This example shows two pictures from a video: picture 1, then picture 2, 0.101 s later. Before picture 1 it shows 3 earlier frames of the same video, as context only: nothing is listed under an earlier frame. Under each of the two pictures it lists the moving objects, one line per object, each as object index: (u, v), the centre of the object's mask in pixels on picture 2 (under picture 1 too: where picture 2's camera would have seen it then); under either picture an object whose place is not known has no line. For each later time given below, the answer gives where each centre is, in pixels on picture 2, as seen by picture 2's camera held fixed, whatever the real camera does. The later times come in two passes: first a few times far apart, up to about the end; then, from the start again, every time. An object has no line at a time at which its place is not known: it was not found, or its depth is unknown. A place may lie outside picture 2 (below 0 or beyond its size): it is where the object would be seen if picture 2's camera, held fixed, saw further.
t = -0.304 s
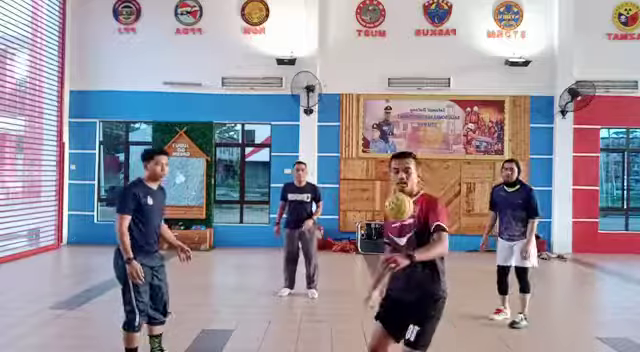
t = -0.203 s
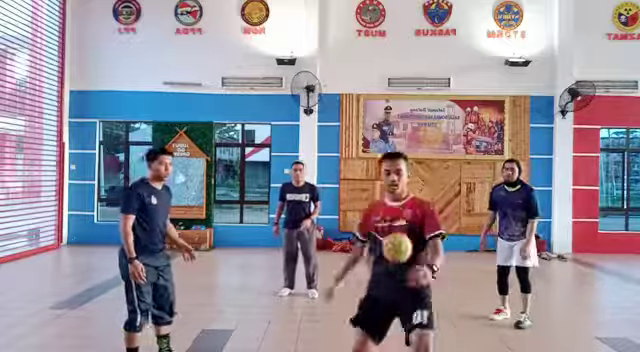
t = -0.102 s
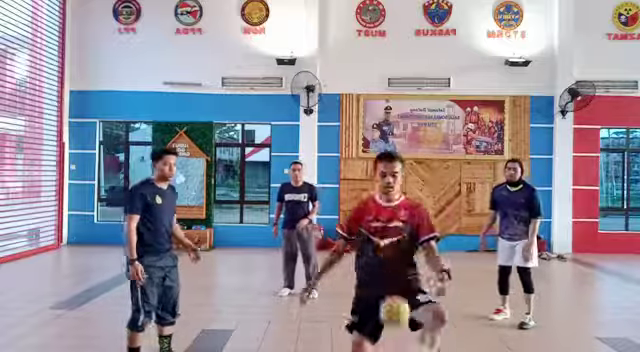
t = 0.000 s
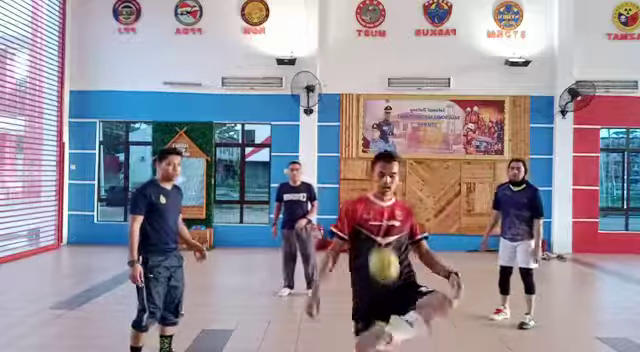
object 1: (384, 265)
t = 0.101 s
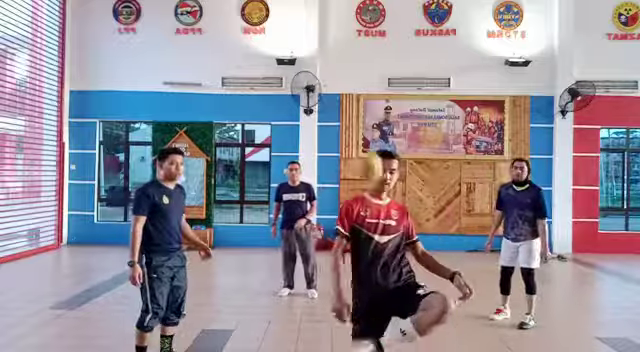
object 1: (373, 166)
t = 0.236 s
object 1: (347, 84)
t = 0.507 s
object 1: (315, 45)
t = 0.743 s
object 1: (294, 111)
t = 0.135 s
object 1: (364, 143)
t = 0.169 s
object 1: (366, 120)
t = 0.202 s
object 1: (359, 101)
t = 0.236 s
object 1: (347, 84)
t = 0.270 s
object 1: (343, 73)
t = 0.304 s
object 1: (342, 61)
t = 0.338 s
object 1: (338, 53)
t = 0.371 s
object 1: (334, 46)
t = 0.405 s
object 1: (329, 43)
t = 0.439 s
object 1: (325, 42)
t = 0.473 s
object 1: (321, 43)
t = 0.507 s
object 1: (315, 45)
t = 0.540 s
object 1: (312, 49)
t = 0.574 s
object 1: (310, 55)
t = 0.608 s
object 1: (310, 61)
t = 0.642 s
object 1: (303, 71)
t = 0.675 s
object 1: (303, 87)
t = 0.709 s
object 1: (298, 97)
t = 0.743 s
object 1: (294, 111)
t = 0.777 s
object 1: (292, 127)
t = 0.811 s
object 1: (288, 143)
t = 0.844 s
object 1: (282, 159)
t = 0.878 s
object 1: (280, 181)
